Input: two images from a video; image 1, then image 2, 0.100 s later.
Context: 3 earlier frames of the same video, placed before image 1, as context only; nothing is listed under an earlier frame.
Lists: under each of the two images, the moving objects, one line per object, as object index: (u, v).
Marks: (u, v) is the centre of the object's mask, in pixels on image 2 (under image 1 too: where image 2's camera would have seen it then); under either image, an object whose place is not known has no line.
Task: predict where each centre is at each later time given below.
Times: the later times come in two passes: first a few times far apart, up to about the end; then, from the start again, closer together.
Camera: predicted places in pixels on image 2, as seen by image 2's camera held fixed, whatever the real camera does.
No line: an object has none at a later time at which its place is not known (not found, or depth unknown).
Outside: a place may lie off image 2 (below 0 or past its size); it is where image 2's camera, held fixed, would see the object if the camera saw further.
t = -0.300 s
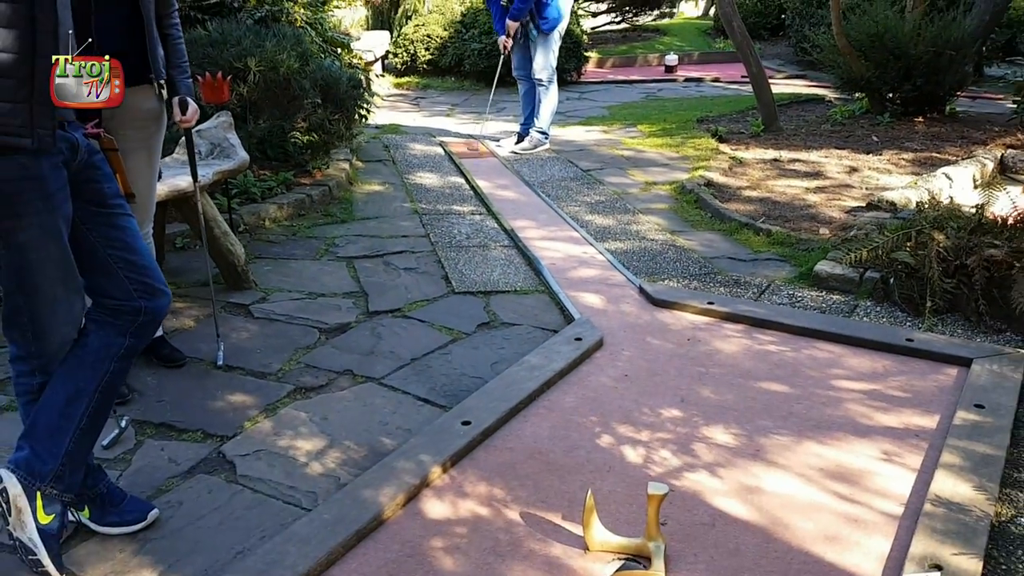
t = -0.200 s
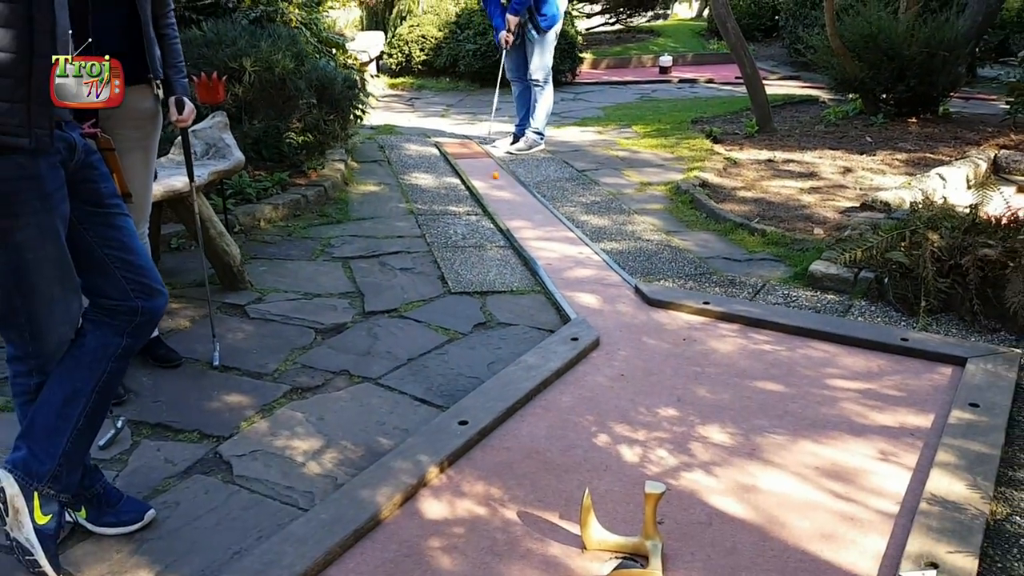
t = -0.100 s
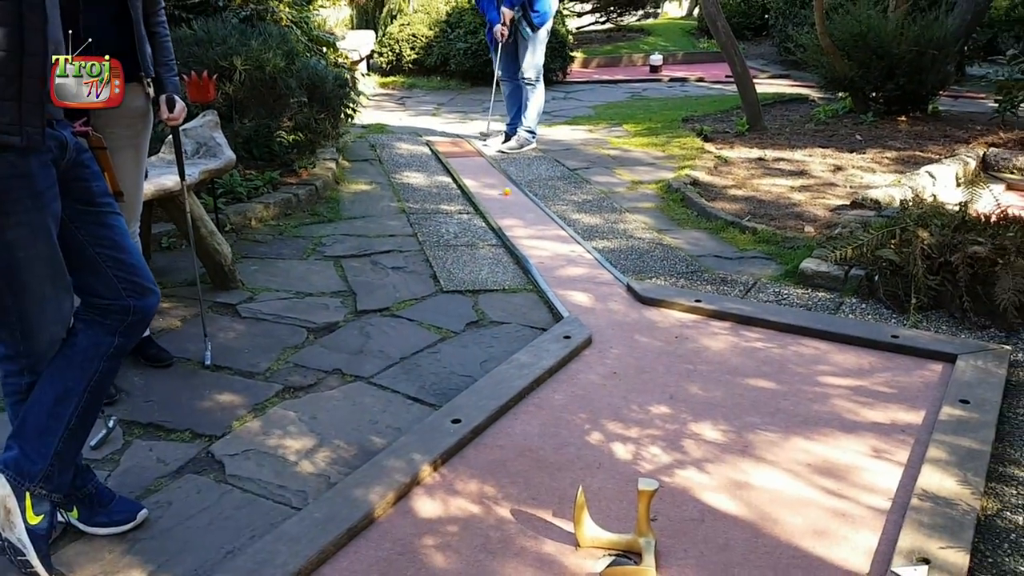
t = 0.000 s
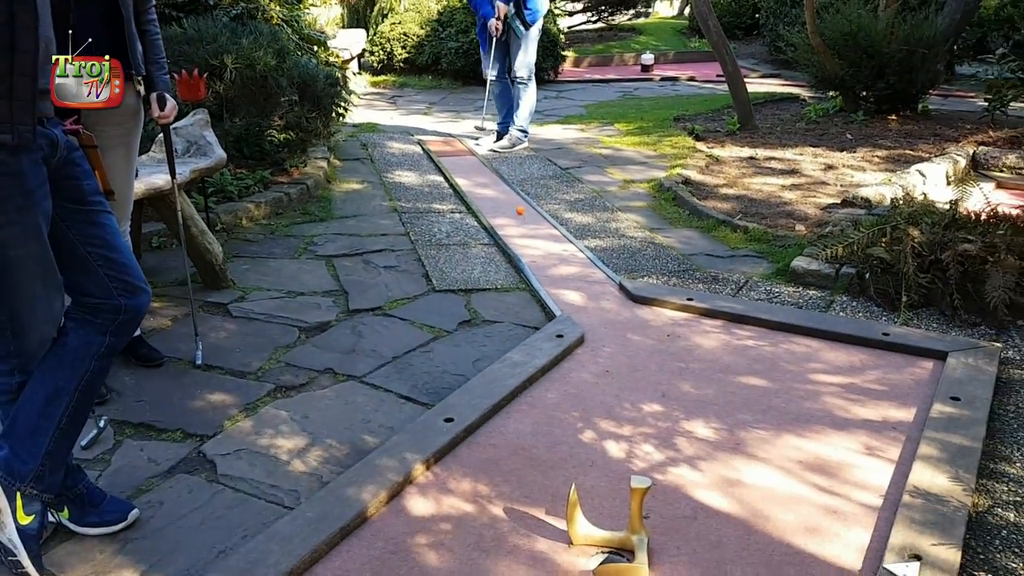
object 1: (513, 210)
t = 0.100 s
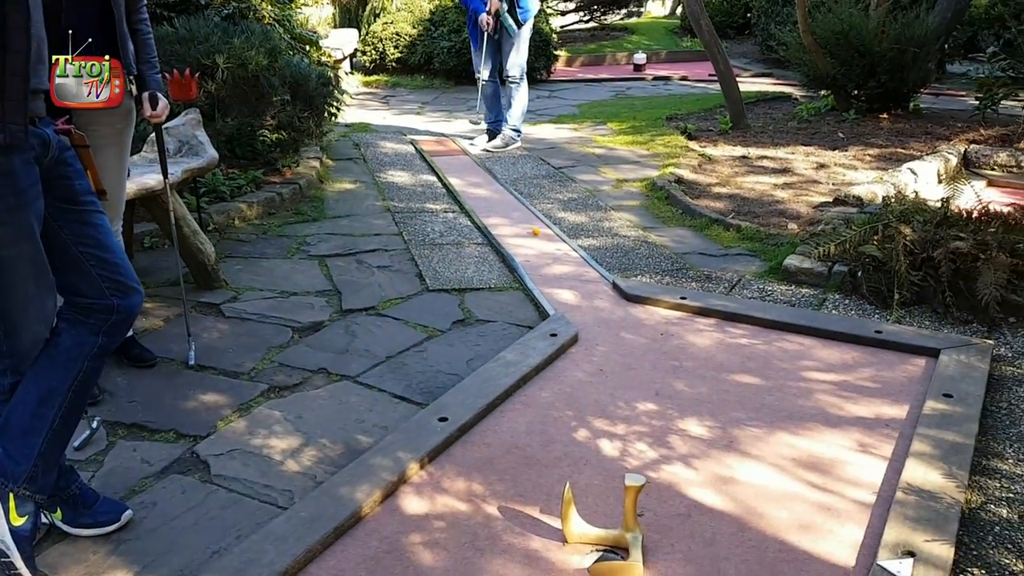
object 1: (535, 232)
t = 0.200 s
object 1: (563, 254)
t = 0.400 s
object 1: (632, 314)
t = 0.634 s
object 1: (752, 420)
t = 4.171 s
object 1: (690, 467)
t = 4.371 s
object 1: (688, 466)
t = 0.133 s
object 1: (545, 238)
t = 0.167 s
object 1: (552, 246)
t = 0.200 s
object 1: (563, 254)
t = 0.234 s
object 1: (573, 262)
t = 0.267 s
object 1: (583, 272)
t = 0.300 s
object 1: (595, 281)
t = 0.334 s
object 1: (607, 292)
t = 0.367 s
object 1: (619, 302)
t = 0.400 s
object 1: (632, 314)
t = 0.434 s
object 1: (645, 326)
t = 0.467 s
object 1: (660, 340)
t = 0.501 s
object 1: (676, 354)
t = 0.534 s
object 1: (693, 368)
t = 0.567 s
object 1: (711, 385)
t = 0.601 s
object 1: (731, 401)
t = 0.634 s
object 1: (752, 420)
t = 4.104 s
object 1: (692, 467)
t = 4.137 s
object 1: (691, 467)
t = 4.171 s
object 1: (690, 467)
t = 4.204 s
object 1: (689, 466)
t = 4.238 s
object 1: (688, 466)
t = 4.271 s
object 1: (688, 466)
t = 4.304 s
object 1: (688, 466)
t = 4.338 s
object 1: (688, 466)
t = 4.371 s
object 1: (688, 466)
